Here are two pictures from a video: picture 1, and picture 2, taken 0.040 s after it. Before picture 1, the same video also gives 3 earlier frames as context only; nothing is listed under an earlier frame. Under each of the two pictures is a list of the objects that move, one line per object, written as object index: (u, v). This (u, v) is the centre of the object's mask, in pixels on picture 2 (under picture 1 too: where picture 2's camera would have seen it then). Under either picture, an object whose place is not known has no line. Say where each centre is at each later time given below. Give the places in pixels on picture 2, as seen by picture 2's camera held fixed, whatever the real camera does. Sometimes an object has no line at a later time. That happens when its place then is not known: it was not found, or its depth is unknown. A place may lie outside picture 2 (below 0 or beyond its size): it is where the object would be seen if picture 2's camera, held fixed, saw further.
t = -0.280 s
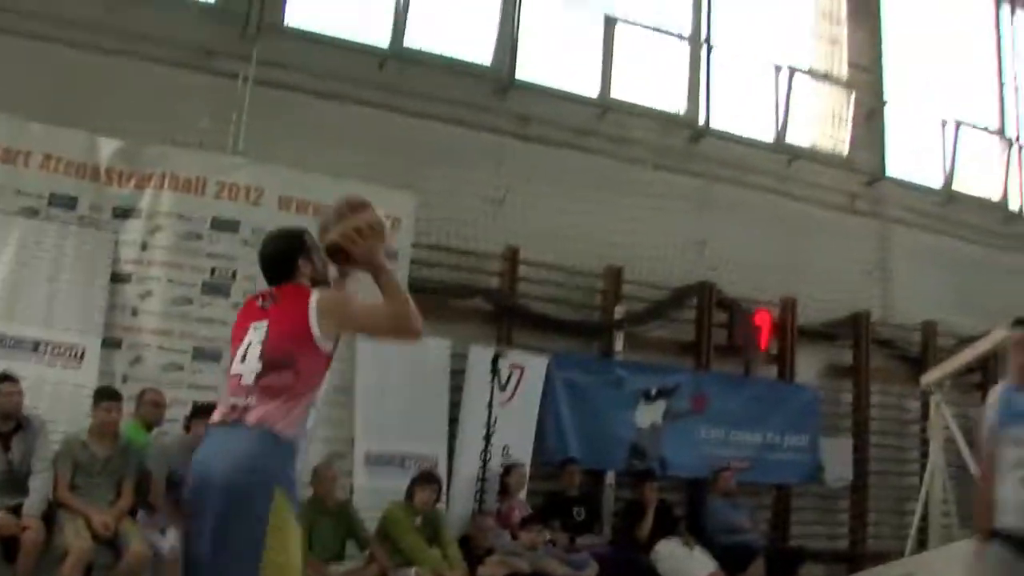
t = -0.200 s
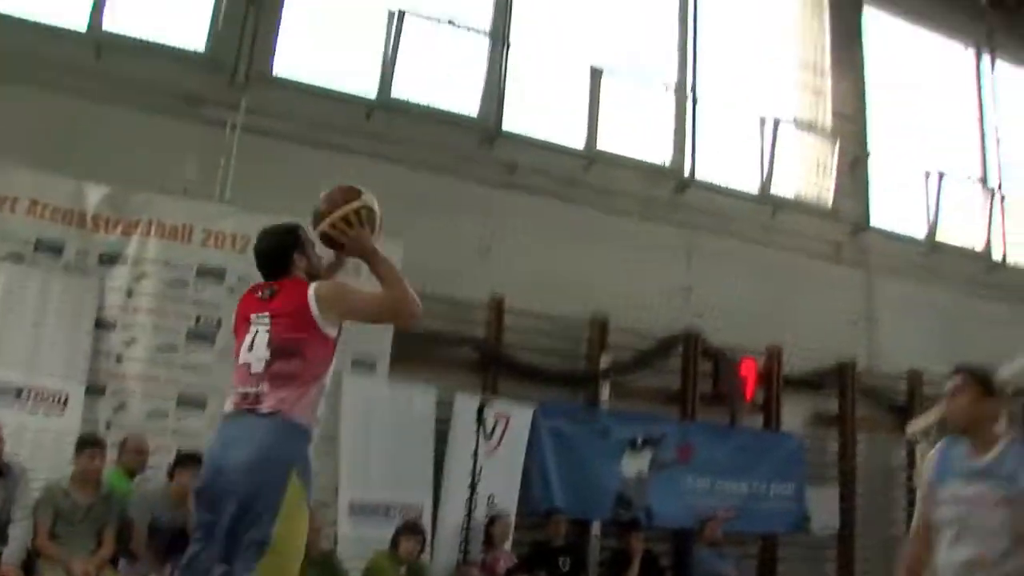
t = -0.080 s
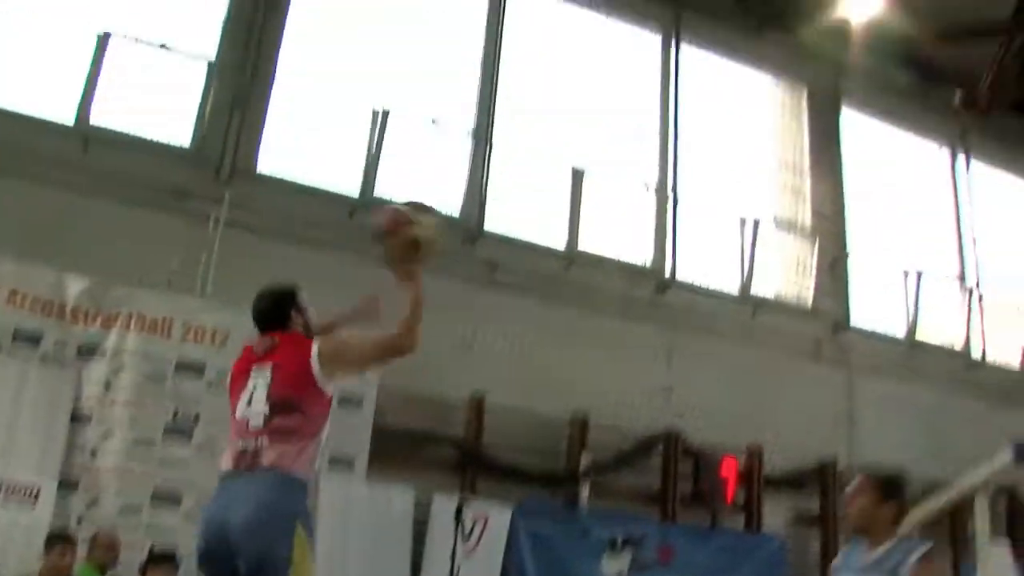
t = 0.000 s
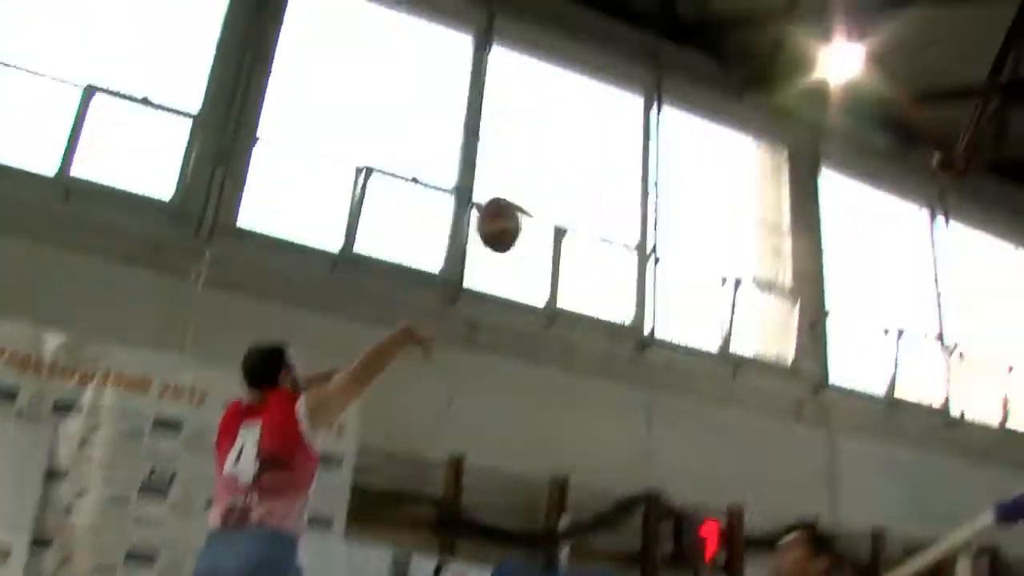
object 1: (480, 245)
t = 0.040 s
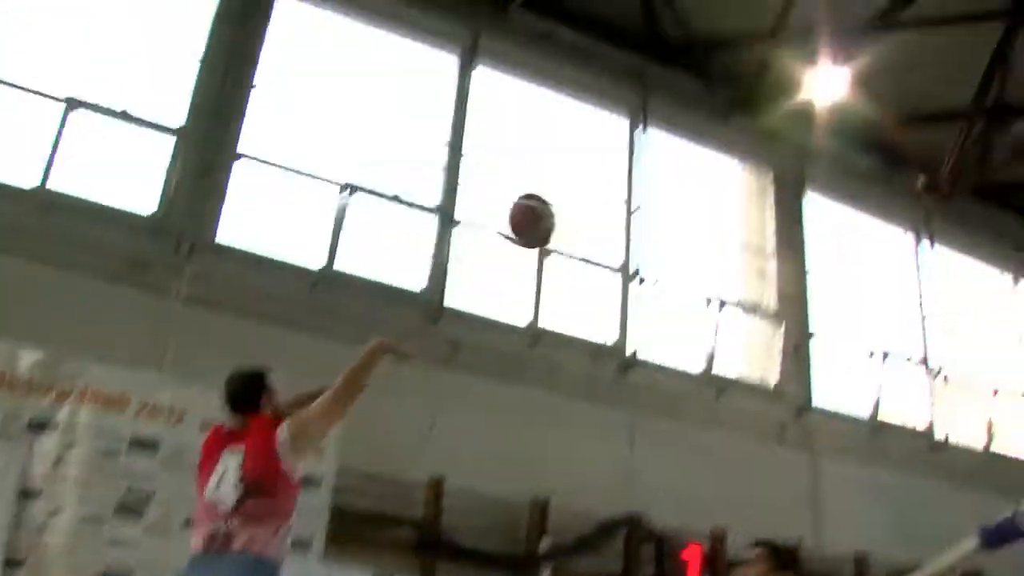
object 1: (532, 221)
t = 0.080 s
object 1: (577, 201)
